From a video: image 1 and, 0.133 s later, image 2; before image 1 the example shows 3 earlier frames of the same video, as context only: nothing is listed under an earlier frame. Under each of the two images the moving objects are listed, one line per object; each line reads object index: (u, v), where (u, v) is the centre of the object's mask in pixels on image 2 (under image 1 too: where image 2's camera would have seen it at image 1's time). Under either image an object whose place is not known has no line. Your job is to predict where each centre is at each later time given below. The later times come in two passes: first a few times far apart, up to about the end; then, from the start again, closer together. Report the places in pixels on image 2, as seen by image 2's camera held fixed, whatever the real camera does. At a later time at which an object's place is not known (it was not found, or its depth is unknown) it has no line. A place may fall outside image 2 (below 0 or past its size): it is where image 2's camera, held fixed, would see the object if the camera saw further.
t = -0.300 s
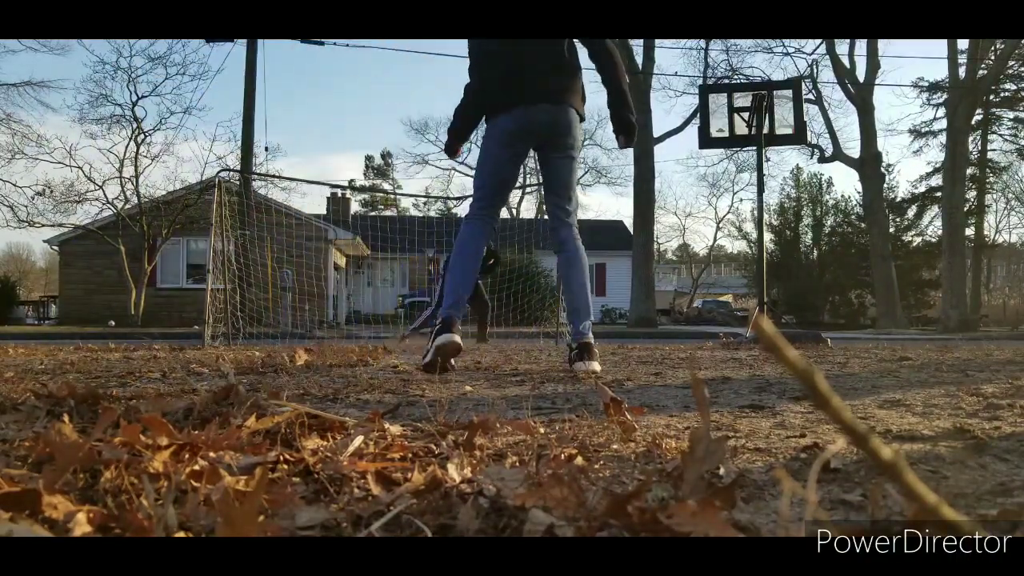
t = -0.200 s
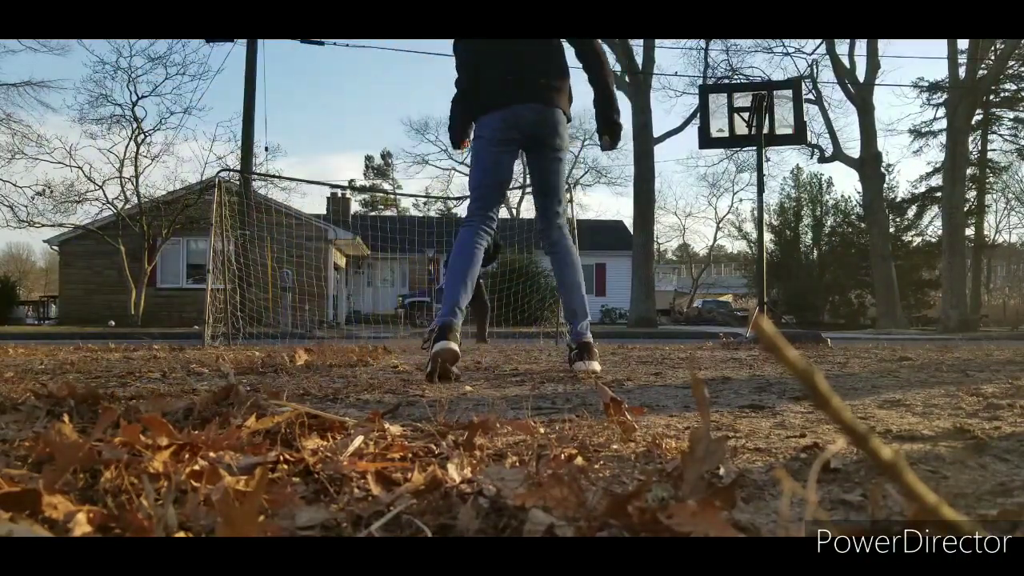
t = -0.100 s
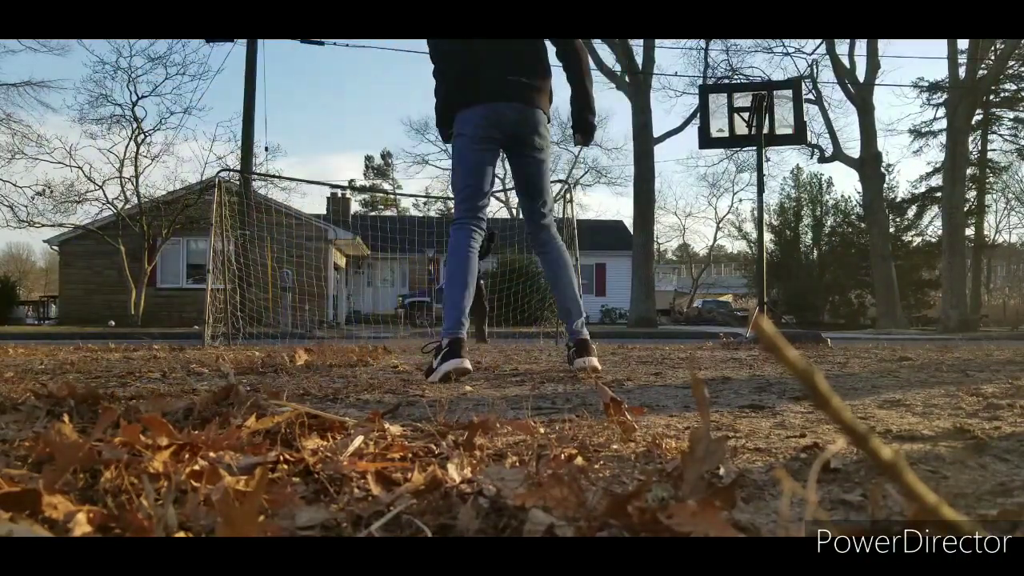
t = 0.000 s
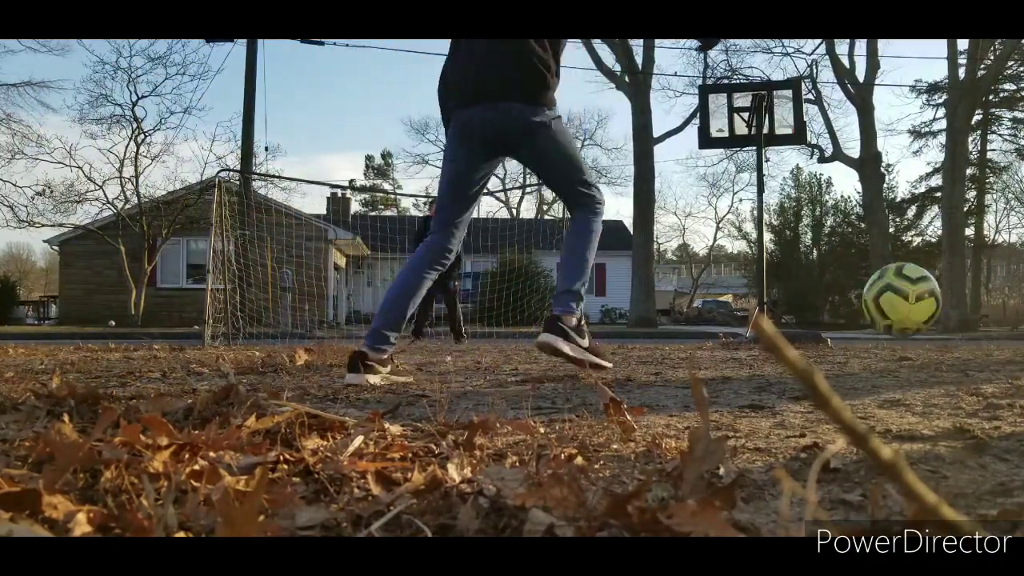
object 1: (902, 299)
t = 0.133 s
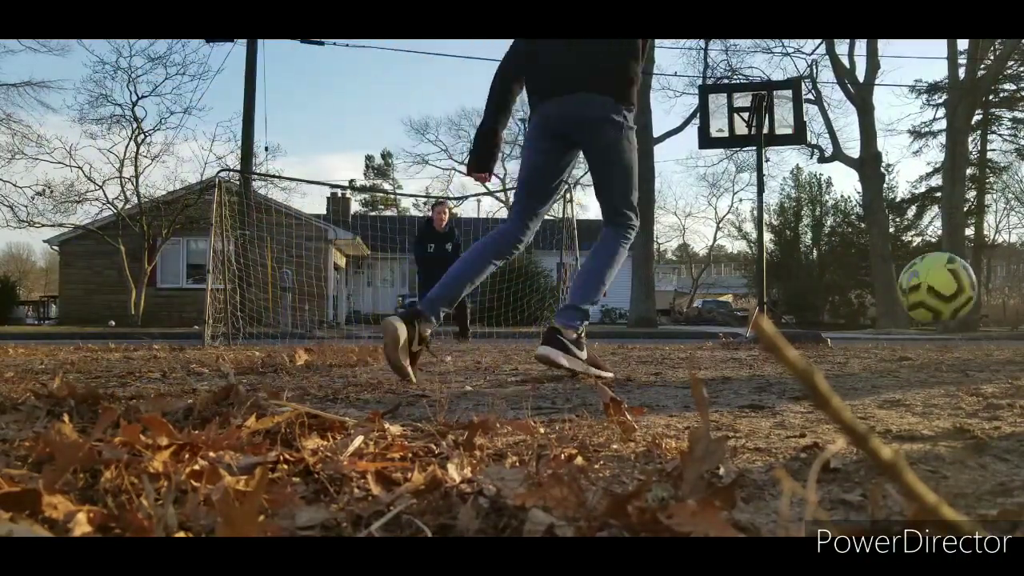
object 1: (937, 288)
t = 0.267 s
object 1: (972, 327)
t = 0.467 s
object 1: (1003, 314)
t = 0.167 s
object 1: (946, 294)
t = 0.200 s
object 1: (955, 302)
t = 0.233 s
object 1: (963, 316)
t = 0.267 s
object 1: (972, 327)
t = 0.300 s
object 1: (980, 317)
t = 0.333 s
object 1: (986, 309)
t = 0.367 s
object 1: (992, 305)
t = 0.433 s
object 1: (999, 308)
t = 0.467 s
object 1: (1003, 314)
